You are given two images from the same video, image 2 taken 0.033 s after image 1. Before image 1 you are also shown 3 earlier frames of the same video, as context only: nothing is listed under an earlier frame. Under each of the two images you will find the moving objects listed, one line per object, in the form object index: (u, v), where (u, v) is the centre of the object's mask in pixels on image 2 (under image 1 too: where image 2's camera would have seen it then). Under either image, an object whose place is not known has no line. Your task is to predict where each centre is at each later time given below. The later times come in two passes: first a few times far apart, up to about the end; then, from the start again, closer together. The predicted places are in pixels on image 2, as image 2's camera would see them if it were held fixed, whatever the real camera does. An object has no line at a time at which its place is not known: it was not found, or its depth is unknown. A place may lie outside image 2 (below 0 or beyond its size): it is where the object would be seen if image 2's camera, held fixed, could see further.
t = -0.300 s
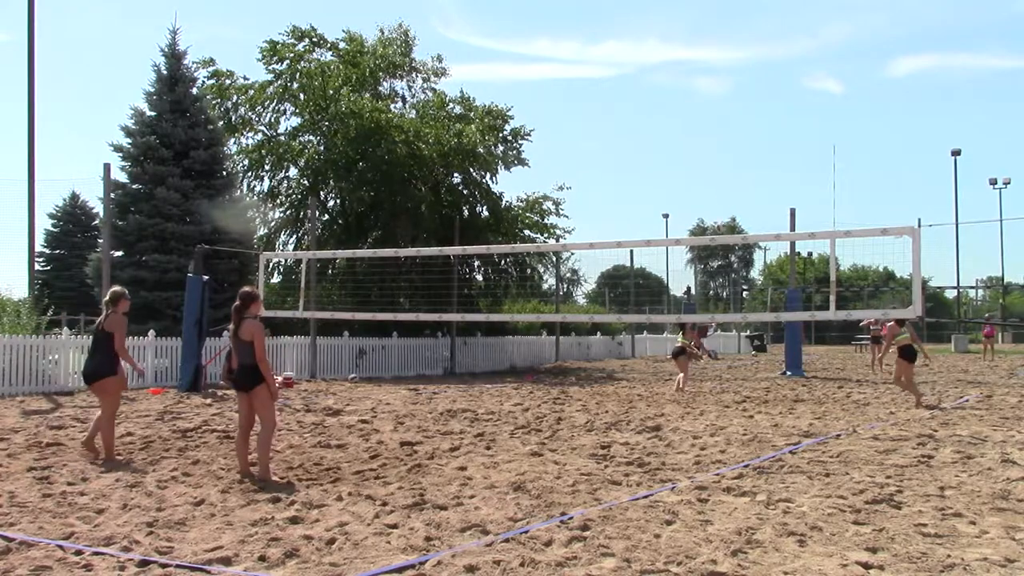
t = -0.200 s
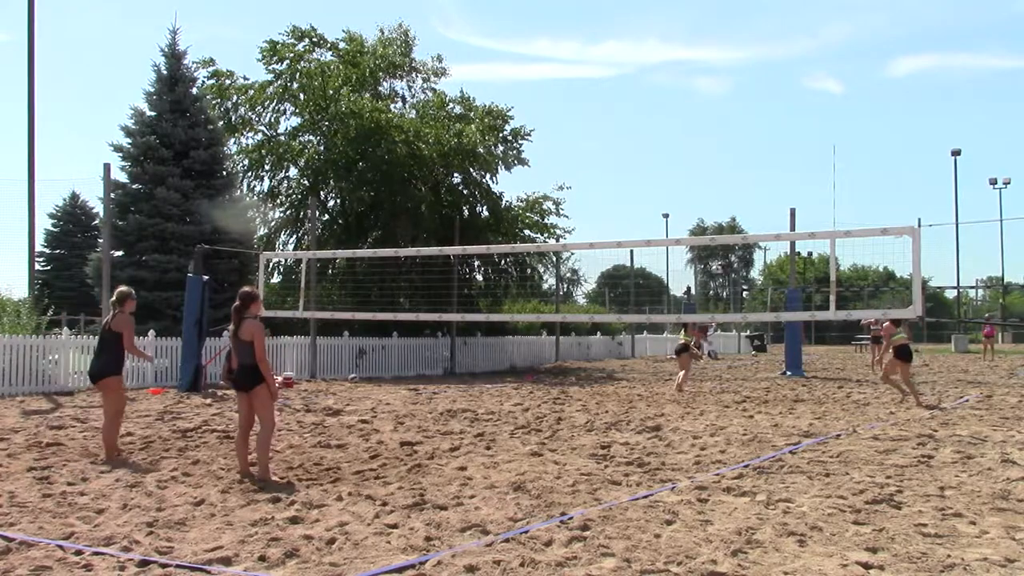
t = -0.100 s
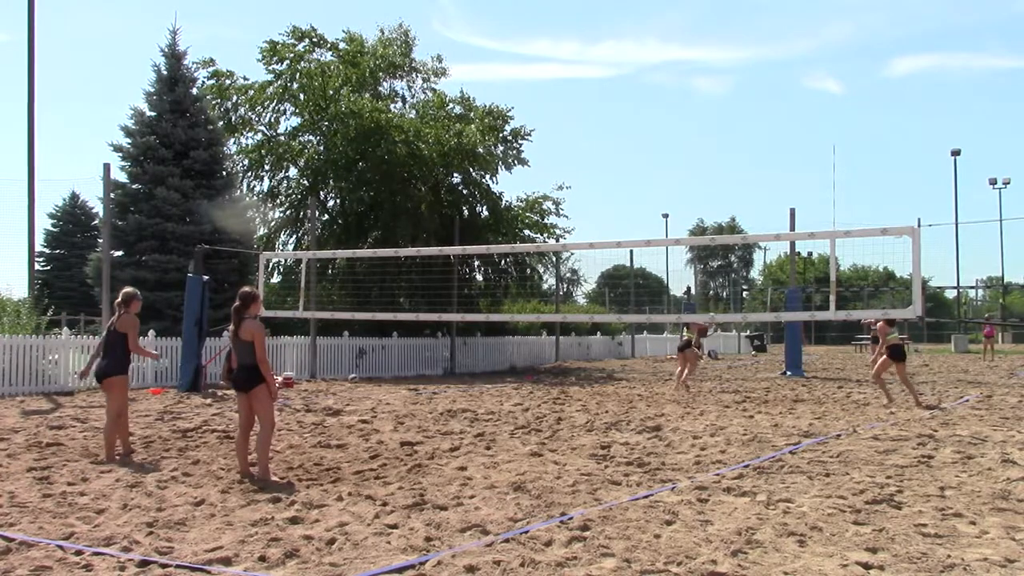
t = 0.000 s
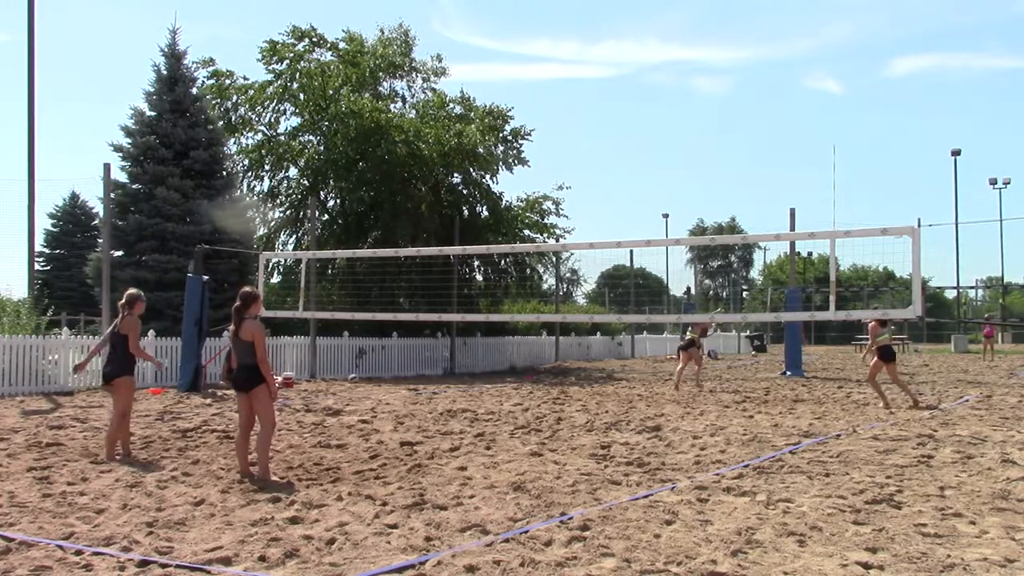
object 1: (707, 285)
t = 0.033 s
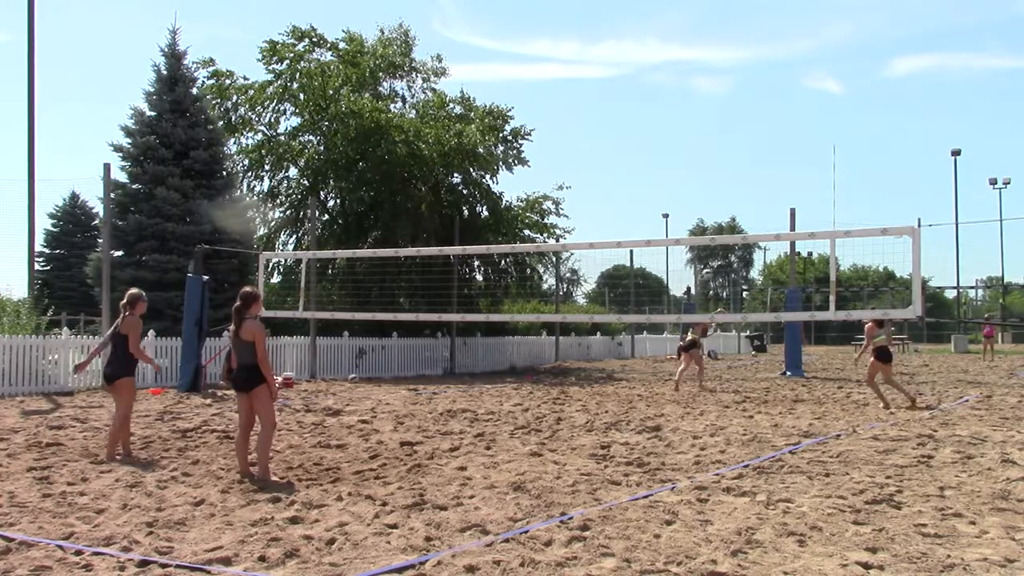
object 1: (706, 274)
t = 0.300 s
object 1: (696, 209)
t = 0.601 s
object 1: (683, 175)
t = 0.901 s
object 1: (668, 192)
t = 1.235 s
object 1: (651, 282)
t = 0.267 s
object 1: (697, 215)
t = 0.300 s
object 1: (696, 209)
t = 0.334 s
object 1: (694, 203)
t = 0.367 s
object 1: (693, 197)
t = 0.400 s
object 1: (691, 192)
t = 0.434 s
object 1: (690, 188)
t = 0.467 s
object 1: (688, 184)
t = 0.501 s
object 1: (687, 181)
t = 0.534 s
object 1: (685, 178)
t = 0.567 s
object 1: (684, 177)
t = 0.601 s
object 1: (683, 175)
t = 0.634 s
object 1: (681, 174)
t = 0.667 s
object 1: (679, 174)
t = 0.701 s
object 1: (678, 175)
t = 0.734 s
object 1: (676, 176)
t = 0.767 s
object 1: (674, 178)
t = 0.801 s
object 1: (673, 180)
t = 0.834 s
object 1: (671, 184)
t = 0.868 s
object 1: (670, 188)
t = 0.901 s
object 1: (668, 192)
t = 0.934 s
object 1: (666, 198)
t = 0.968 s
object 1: (665, 204)
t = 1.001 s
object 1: (663, 211)
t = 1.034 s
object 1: (661, 218)
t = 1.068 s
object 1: (660, 227)
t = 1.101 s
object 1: (658, 235)
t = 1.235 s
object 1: (651, 282)
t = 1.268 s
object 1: (649, 295)
